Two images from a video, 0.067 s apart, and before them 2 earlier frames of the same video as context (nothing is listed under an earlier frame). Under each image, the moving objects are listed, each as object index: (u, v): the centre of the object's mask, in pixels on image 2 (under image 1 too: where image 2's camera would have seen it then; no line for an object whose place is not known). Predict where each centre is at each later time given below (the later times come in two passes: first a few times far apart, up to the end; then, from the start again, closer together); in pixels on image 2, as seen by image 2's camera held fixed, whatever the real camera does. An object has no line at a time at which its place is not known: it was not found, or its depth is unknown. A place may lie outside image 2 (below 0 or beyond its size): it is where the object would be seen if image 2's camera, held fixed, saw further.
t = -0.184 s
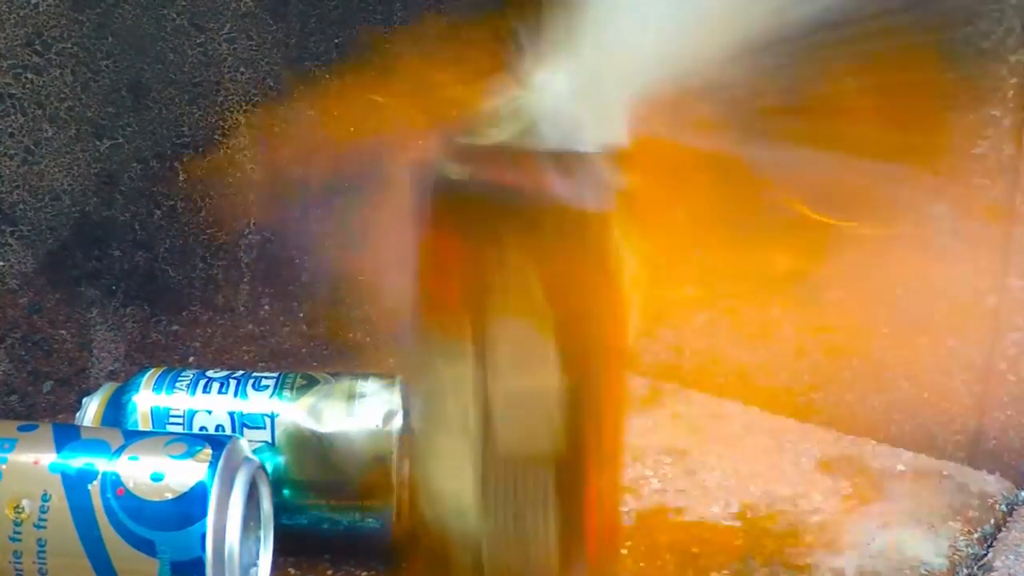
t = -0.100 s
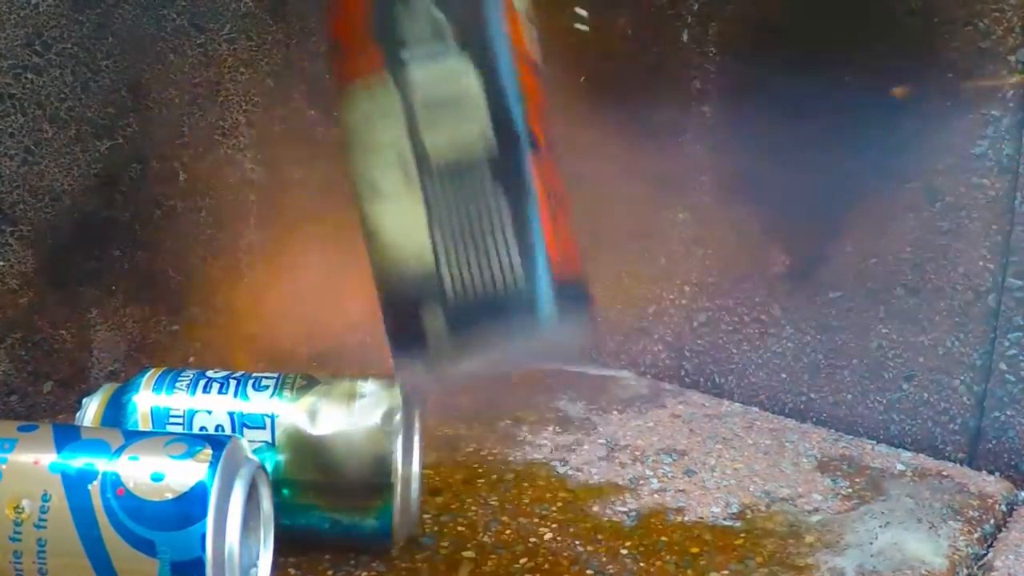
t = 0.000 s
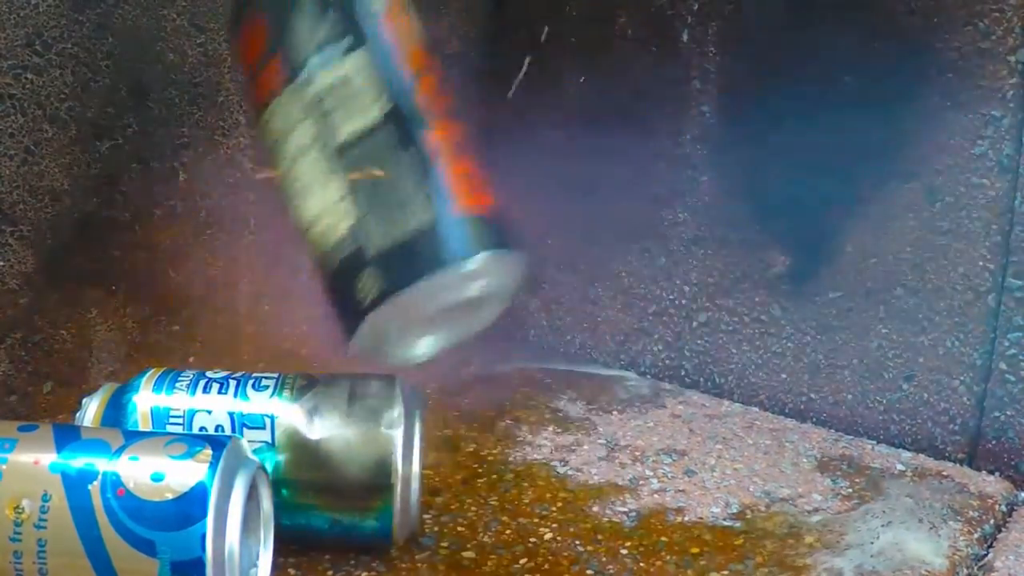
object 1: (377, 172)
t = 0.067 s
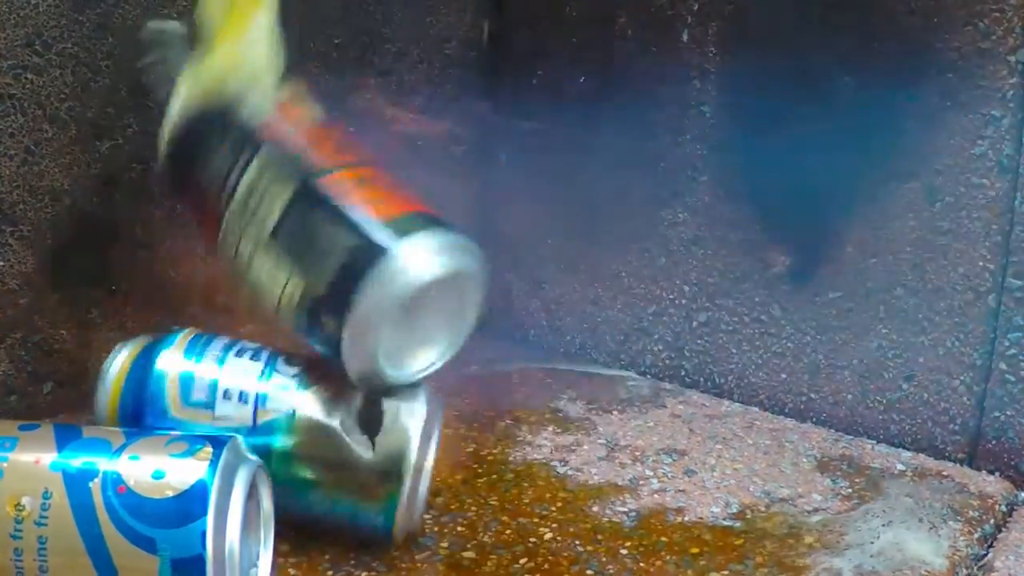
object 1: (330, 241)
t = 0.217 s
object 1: (331, 321)
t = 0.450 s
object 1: (437, 376)
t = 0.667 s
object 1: (475, 363)
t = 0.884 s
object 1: (506, 343)
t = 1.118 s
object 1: (490, 355)
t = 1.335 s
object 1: (470, 364)
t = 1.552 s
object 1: (479, 360)
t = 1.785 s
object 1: (490, 355)
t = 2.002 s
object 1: (492, 353)
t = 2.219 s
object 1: (490, 354)
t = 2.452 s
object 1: (488, 355)
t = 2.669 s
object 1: (489, 354)
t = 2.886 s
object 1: (488, 354)
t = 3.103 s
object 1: (489, 354)
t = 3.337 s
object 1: (487, 354)
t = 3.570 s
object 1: (488, 354)
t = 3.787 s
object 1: (488, 354)
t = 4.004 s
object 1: (488, 354)
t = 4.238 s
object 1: (488, 354)
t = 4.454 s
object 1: (488, 354)
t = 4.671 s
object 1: (488, 354)
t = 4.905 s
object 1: (488, 354)
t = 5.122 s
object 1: (488, 354)
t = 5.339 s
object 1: (488, 354)
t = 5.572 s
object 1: (488, 354)
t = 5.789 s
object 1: (488, 354)
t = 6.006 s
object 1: (488, 354)
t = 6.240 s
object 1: (488, 354)
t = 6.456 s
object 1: (488, 354)
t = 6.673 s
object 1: (488, 354)
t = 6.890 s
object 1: (488, 354)
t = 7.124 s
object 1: (488, 354)
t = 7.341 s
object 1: (488, 354)
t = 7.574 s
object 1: (488, 354)
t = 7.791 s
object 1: (489, 354)
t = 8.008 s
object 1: (489, 354)
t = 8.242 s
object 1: (489, 354)
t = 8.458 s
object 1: (489, 353)
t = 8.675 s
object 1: (489, 354)
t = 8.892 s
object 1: (489, 354)
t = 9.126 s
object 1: (489, 353)
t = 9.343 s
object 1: (489, 354)
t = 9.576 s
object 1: (489, 354)
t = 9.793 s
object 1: (489, 354)
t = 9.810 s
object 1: (489, 354)
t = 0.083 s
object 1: (327, 266)
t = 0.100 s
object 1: (317, 285)
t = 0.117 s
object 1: (315, 295)
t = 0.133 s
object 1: (309, 302)
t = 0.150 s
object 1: (307, 306)
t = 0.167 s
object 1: (310, 310)
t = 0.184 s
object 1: (314, 312)
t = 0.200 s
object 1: (320, 315)
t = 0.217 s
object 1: (331, 321)
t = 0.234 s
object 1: (342, 327)
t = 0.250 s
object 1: (352, 330)
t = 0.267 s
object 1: (362, 334)
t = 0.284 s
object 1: (382, 343)
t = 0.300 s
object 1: (395, 358)
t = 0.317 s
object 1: (402, 376)
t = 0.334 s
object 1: (410, 377)
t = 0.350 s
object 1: (415, 377)
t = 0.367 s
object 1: (420, 378)
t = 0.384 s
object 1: (423, 377)
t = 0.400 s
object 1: (427, 377)
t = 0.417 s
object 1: (430, 377)
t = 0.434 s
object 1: (433, 377)
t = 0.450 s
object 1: (437, 376)
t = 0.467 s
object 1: (440, 374)
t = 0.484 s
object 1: (442, 372)
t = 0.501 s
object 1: (445, 370)
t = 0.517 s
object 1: (448, 369)
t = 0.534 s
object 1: (451, 368)
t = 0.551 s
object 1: (453, 367)
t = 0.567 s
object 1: (455, 367)
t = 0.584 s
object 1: (457, 366)
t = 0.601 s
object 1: (461, 365)
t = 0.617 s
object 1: (464, 365)
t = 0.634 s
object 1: (468, 366)
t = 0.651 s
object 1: (472, 364)
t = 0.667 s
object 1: (475, 363)
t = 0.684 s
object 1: (478, 361)
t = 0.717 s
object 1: (486, 358)
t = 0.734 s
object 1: (490, 356)
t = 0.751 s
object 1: (493, 353)
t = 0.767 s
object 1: (497, 350)
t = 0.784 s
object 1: (500, 347)
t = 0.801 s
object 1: (503, 345)
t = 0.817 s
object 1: (503, 345)
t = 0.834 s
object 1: (504, 345)
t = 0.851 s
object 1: (505, 344)
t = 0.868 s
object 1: (505, 343)
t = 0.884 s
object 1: (506, 343)
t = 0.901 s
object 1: (506, 343)
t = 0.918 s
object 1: (506, 342)
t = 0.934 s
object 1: (506, 343)
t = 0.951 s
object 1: (506, 343)
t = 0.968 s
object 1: (506, 343)
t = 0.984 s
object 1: (506, 344)
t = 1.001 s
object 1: (505, 344)
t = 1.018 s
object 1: (503, 345)
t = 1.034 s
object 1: (502, 346)
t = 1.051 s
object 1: (500, 348)
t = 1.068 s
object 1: (498, 350)
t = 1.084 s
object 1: (496, 353)
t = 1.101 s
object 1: (492, 355)
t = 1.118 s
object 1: (490, 355)
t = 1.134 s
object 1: (488, 357)
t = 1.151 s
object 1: (486, 357)
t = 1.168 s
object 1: (484, 358)
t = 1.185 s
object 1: (482, 359)
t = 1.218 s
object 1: (479, 360)
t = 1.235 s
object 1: (478, 361)
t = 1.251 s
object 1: (476, 362)
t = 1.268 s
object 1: (475, 362)
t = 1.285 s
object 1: (473, 363)
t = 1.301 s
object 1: (471, 363)
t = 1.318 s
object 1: (470, 364)
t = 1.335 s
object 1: (470, 364)
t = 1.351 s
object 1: (470, 364)
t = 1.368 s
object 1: (471, 363)
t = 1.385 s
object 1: (473, 363)
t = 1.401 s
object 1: (474, 363)
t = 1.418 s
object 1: (475, 362)
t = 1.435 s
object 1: (475, 362)
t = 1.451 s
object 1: (476, 362)
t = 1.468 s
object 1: (477, 361)
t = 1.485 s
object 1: (477, 361)
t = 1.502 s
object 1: (477, 361)
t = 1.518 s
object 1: (477, 361)
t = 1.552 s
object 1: (479, 360)
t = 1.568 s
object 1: (481, 359)
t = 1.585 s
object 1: (481, 359)
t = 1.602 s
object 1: (482, 358)
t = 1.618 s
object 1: (483, 358)
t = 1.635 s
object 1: (484, 357)
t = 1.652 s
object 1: (486, 357)
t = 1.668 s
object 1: (487, 356)
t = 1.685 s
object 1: (488, 356)
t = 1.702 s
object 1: (489, 355)
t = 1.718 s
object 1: (489, 355)
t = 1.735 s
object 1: (490, 355)
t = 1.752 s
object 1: (490, 355)
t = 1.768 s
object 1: (490, 355)
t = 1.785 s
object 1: (490, 355)
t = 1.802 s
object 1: (491, 353)
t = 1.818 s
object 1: (492, 353)
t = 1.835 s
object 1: (492, 354)
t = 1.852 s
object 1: (492, 353)
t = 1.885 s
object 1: (493, 352)
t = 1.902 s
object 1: (493, 352)
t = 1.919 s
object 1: (493, 352)
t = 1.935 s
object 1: (493, 352)
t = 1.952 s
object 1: (493, 352)
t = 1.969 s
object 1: (492, 352)
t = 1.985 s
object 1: (492, 353)
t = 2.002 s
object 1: (492, 353)
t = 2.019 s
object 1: (492, 352)
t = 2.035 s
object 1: (491, 353)
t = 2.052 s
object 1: (492, 352)
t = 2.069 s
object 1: (492, 353)
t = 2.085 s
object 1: (492, 353)
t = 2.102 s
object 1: (492, 353)
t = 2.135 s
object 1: (491, 353)
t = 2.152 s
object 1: (491, 353)
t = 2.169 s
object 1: (491, 353)
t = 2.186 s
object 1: (491, 353)
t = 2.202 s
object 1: (491, 354)
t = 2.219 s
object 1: (490, 354)
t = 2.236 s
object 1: (490, 354)
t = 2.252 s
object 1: (490, 354)
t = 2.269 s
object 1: (489, 354)
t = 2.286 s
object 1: (489, 355)
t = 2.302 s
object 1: (489, 355)
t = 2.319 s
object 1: (489, 355)
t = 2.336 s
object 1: (489, 354)
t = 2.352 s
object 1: (489, 355)
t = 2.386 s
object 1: (489, 354)
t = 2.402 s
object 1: (489, 355)
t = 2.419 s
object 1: (488, 355)
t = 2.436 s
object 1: (488, 355)
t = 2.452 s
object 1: (488, 355)
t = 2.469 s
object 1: (487, 355)
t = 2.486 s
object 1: (487, 356)
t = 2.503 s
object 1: (487, 356)
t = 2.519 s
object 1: (487, 356)
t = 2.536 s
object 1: (487, 355)
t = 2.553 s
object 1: (487, 355)
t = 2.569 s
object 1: (487, 355)
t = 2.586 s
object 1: (488, 355)
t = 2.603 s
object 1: (488, 355)
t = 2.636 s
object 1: (488, 355)
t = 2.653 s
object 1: (488, 354)
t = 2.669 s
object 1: (489, 354)
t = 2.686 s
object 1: (489, 354)
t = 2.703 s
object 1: (489, 354)
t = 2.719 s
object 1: (489, 354)
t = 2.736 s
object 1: (489, 354)
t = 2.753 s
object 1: (488, 354)
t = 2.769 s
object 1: (489, 353)
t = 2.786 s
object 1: (488, 354)
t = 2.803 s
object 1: (489, 353)
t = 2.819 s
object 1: (489, 354)
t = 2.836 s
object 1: (489, 353)
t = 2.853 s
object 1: (489, 354)
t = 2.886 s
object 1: (488, 354)
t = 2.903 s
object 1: (489, 354)
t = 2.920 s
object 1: (488, 354)
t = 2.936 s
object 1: (489, 354)
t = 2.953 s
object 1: (488, 354)
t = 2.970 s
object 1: (489, 354)
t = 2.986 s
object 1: (488, 354)
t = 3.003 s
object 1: (487, 354)
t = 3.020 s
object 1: (487, 354)
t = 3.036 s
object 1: (487, 354)
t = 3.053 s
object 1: (489, 354)
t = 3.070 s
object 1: (487, 354)
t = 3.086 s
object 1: (488, 354)
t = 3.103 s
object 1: (489, 354)
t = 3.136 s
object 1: (489, 354)
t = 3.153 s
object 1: (488, 354)
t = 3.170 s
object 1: (488, 354)
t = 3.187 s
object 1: (488, 354)
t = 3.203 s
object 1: (488, 354)
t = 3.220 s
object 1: (488, 354)
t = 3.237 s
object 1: (488, 354)
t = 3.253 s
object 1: (488, 354)
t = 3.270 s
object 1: (487, 354)
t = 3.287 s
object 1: (487, 354)
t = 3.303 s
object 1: (487, 354)
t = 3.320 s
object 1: (487, 354)
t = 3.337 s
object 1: (487, 354)
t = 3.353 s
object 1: (487, 354)
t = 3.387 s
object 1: (489, 354)
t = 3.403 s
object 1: (489, 354)
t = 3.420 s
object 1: (489, 354)
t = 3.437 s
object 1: (489, 354)
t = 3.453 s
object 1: (488, 354)
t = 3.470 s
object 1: (488, 354)
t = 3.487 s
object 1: (488, 354)
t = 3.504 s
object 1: (488, 354)
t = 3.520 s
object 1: (488, 354)
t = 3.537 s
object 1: (488, 354)
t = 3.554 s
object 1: (488, 354)
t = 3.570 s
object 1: (488, 354)
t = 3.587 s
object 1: (488, 354)
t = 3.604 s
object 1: (488, 354)
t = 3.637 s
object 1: (488, 354)
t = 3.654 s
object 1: (488, 354)
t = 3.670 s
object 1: (488, 354)
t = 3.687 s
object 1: (488, 354)
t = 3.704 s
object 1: (488, 354)
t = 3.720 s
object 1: (488, 354)
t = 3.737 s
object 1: (488, 354)
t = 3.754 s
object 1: (488, 354)
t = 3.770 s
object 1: (488, 354)
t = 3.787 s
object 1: (488, 354)
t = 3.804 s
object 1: (488, 354)
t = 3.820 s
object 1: (488, 354)
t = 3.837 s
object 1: (488, 354)
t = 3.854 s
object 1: (488, 354)
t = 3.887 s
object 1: (488, 354)
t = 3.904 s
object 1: (488, 354)
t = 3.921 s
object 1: (488, 354)
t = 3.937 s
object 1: (488, 354)
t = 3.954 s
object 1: (488, 354)
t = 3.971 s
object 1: (488, 354)
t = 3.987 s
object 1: (488, 354)
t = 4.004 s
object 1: (488, 354)
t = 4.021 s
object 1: (488, 354)
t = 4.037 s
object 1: (488, 354)
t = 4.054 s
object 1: (488, 354)
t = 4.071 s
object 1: (488, 354)
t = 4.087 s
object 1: (488, 354)
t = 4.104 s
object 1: (488, 354)
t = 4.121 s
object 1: (488, 354)
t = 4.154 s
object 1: (488, 354)
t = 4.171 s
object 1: (488, 354)
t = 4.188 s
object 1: (488, 354)
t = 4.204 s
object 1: (488, 354)
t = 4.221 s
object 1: (488, 354)
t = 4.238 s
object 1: (488, 354)
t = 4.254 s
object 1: (488, 354)
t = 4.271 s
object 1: (488, 354)
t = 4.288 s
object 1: (488, 354)
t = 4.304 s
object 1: (488, 354)
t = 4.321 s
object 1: (488, 354)
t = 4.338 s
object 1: (488, 354)
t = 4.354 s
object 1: (488, 354)
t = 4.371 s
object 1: (488, 354)
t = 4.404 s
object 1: (488, 354)
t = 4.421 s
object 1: (488, 354)
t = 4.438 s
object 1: (488, 354)
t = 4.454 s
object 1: (488, 354)
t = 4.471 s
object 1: (488, 354)
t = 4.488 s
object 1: (488, 354)
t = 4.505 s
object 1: (488, 354)
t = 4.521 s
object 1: (488, 354)
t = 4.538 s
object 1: (488, 354)
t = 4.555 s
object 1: (488, 354)
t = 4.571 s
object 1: (488, 354)
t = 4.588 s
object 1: (488, 354)
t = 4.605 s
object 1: (488, 354)
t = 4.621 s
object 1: (488, 354)
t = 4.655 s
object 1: (488, 354)
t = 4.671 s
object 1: (488, 354)
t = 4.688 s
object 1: (488, 354)
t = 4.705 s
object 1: (488, 354)
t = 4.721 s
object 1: (488, 354)
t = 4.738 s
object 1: (488, 354)
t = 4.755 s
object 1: (488, 354)
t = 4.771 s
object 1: (488, 354)
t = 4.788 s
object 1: (488, 354)
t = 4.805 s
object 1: (488, 354)
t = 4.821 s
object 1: (488, 354)
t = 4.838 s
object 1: (488, 354)
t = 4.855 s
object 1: (488, 354)
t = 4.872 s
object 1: (488, 354)
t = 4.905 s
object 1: (488, 354)
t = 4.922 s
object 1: (488, 354)
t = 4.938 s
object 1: (488, 354)
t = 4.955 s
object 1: (488, 354)
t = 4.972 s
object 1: (488, 354)
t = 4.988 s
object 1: (488, 354)
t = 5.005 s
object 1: (488, 354)
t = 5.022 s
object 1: (488, 354)
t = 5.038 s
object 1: (488, 354)
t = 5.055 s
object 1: (488, 354)
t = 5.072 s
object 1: (488, 354)
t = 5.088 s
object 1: (489, 354)
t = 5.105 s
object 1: (488, 354)
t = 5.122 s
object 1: (488, 354)
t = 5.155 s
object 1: (488, 354)
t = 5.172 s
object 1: (488, 354)
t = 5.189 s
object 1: (488, 354)
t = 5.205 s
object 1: (488, 354)
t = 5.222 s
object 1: (488, 354)
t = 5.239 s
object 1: (488, 354)
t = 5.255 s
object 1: (488, 354)
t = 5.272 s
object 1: (488, 354)
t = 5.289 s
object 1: (488, 354)
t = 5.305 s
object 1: (489, 354)
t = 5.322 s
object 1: (488, 354)
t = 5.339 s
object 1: (488, 354)
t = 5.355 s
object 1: (488, 354)
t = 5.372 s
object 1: (489, 354)
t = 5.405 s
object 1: (489, 354)
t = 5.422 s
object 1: (488, 354)
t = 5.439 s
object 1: (488, 354)
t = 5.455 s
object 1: (488, 354)
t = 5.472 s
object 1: (488, 354)
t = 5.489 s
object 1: (488, 354)
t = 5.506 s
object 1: (488, 354)
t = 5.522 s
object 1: (488, 354)
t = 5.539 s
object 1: (488, 354)
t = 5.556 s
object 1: (488, 354)
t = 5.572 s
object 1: (488, 354)
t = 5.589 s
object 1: (488, 354)
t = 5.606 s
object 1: (488, 354)
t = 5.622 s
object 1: (488, 354)
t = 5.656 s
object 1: (488, 354)
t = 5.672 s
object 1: (488, 354)
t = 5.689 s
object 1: (488, 354)
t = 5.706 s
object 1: (488, 354)
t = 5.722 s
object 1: (488, 354)
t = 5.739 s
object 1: (488, 354)
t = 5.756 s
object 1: (488, 354)
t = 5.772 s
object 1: (488, 354)
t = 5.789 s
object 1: (488, 354)
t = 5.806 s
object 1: (488, 354)
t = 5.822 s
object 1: (488, 354)
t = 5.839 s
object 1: (488, 354)
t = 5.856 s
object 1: (488, 354)
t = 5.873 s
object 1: (488, 354)
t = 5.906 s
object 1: (488, 354)
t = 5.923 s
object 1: (488, 354)
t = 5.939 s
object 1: (488, 354)
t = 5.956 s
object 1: (488, 354)
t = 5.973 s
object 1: (488, 354)
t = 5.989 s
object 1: (488, 354)
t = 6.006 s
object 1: (488, 354)
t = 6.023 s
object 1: (488, 354)
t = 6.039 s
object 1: (488, 354)
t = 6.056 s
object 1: (488, 354)
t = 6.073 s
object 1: (488, 354)
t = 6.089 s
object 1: (488, 354)
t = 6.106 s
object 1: (488, 354)
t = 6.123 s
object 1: (488, 354)
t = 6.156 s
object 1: (488, 354)
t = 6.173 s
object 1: (488, 354)
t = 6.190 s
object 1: (488, 354)
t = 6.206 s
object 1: (488, 354)
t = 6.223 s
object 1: (488, 354)
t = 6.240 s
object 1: (488, 354)
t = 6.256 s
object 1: (488, 354)
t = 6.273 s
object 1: (488, 354)
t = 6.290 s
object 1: (488, 354)
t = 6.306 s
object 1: (488, 354)
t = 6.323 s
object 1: (488, 354)
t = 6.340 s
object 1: (488, 354)
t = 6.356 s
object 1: (488, 354)
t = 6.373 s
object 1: (488, 354)
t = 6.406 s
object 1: (488, 354)
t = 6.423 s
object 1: (488, 354)
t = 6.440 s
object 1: (488, 354)
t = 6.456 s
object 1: (488, 354)
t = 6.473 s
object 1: (488, 354)
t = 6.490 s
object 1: (488, 354)
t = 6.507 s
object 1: (488, 354)
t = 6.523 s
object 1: (488, 354)
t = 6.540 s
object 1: (488, 354)
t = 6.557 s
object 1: (488, 354)
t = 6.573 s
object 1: (488, 354)
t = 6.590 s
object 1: (488, 354)
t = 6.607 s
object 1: (488, 354)
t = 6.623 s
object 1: (488, 354)
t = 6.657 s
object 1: (488, 354)
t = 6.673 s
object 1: (488, 354)
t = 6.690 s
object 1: (488, 354)
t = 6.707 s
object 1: (488, 354)
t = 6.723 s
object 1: (488, 354)
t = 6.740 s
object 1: (488, 354)
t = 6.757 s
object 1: (488, 354)
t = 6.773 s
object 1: (488, 354)
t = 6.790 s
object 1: (488, 354)
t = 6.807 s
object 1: (488, 354)
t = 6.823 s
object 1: (488, 354)
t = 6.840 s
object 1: (488, 354)
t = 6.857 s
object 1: (488, 354)
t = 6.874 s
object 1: (488, 354)
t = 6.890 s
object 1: (488, 354)
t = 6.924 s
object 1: (488, 354)
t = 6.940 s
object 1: (488, 354)
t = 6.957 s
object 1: (488, 354)
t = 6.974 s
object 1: (488, 354)
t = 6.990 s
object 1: (488, 354)
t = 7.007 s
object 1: (488, 354)
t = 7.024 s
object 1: (488, 354)
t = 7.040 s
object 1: (488, 354)
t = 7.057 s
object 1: (488, 354)
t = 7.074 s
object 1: (488, 354)
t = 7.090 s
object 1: (488, 354)
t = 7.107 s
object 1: (488, 354)
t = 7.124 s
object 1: (488, 354)
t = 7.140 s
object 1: (488, 354)
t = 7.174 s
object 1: (488, 354)
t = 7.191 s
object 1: (488, 354)
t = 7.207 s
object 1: (488, 354)
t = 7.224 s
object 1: (488, 354)
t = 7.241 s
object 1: (488, 354)
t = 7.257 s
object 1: (488, 354)
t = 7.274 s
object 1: (488, 354)
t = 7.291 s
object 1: (488, 354)
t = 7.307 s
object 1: (488, 354)
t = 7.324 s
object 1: (488, 354)
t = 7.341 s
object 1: (488, 354)
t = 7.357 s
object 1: (488, 354)
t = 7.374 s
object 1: (488, 354)
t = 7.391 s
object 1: (488, 354)
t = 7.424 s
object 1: (488, 354)
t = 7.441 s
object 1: (488, 354)
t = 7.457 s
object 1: (488, 354)
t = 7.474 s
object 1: (488, 354)
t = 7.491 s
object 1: (488, 354)
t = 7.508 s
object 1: (488, 354)
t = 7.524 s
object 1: (488, 354)
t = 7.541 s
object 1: (488, 354)
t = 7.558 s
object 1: (488, 354)
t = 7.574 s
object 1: (488, 354)
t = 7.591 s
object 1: (488, 354)
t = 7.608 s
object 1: (488, 354)
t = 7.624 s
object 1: (488, 354)
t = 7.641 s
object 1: (488, 354)
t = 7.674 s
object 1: (489, 354)
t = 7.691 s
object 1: (489, 354)
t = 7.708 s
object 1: (489, 354)
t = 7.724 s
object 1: (489, 354)
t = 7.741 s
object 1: (489, 354)
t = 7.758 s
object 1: (489, 354)
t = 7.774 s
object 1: (489, 354)
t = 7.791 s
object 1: (489, 354)
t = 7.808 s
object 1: (489, 354)
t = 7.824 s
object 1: (489, 354)
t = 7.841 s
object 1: (489, 354)
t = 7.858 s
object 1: (489, 354)
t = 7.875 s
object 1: (489, 354)
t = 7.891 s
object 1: (489, 354)
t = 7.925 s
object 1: (489, 354)
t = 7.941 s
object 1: (489, 354)
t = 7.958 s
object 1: (489, 354)
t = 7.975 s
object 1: (489, 354)
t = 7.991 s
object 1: (489, 354)
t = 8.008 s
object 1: (489, 354)
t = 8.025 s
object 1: (489, 354)
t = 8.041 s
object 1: (489, 354)
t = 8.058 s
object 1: (489, 354)
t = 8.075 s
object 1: (489, 354)
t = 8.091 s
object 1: (489, 354)
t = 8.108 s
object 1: (489, 354)
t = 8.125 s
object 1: (489, 354)
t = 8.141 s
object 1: (489, 354)
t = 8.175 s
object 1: (489, 354)
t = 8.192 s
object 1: (489, 354)
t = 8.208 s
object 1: (489, 354)
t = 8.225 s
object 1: (489, 354)
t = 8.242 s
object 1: (489, 354)
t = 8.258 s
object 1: (489, 354)
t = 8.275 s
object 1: (489, 354)
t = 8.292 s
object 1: (489, 354)
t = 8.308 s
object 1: (489, 354)
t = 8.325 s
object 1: (489, 354)
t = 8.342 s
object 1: (489, 354)
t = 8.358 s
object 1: (489, 354)
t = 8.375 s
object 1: (489, 354)
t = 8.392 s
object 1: (489, 354)
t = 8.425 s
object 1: (489, 353)
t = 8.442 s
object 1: (489, 353)
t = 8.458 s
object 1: (489, 353)
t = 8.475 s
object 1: (489, 353)
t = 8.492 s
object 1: (489, 353)
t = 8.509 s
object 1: (489, 353)
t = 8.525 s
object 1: (489, 353)
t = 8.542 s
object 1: (489, 353)
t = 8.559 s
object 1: (489, 353)
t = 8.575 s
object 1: (489, 354)
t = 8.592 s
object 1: (489, 353)
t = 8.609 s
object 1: (489, 354)
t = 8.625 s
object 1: (489, 354)
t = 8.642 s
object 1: (489, 354)
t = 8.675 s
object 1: (489, 354)
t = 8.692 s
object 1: (489, 353)
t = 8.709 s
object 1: (489, 353)
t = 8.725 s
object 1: (489, 353)
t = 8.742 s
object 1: (489, 354)
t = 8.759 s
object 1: (489, 354)
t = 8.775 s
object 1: (489, 354)
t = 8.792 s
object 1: (489, 354)
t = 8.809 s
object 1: (489, 353)
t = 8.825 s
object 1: (489, 354)
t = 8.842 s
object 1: (489, 354)
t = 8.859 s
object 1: (489, 354)
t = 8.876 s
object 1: (489, 354)
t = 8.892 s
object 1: (489, 354)
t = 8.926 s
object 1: (489, 354)
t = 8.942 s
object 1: (489, 354)
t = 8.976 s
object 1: (489, 354)
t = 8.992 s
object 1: (489, 354)
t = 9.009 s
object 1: (489, 354)
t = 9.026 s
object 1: (489, 353)
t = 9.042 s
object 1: (489, 354)
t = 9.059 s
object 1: (489, 353)
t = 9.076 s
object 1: (489, 353)
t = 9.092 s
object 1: (489, 353)
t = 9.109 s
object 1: (489, 353)
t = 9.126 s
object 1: (489, 353)
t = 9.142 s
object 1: (489, 354)
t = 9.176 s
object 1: (489, 354)
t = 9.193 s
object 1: (489, 354)
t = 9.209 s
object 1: (489, 354)
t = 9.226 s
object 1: (489, 354)
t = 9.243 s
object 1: (489, 354)
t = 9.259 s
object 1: (489, 354)
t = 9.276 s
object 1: (489, 354)
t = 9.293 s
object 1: (489, 354)
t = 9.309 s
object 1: (489, 354)
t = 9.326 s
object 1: (489, 354)
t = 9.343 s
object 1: (489, 354)
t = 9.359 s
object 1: (489, 354)
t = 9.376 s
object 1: (489, 354)
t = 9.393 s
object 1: (489, 354)
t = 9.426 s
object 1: (489, 354)
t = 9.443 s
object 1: (489, 354)
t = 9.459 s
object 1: (489, 354)
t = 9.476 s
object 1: (489, 354)
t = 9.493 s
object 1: (489, 354)
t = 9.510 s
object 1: (489, 354)
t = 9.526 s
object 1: (489, 354)
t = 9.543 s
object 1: (489, 354)
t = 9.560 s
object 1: (489, 354)
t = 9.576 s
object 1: (489, 354)
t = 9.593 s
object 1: (489, 354)
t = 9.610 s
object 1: (489, 354)
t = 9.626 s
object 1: (489, 354)
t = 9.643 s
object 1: (489, 354)
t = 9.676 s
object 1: (489, 354)
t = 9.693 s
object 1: (489, 354)
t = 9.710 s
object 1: (489, 354)
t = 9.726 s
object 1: (489, 354)
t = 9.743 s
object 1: (489, 354)
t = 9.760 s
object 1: (489, 354)
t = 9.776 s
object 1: (489, 354)
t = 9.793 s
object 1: (489, 354)
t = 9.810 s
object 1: (489, 354)
